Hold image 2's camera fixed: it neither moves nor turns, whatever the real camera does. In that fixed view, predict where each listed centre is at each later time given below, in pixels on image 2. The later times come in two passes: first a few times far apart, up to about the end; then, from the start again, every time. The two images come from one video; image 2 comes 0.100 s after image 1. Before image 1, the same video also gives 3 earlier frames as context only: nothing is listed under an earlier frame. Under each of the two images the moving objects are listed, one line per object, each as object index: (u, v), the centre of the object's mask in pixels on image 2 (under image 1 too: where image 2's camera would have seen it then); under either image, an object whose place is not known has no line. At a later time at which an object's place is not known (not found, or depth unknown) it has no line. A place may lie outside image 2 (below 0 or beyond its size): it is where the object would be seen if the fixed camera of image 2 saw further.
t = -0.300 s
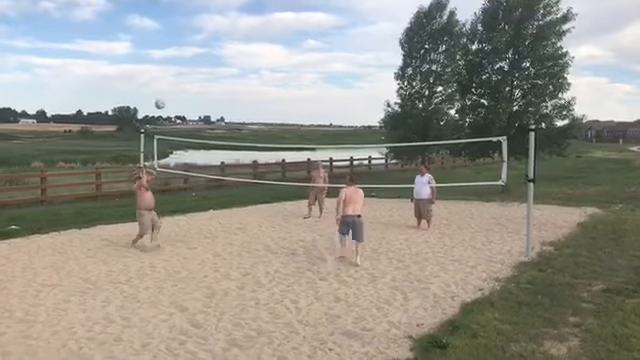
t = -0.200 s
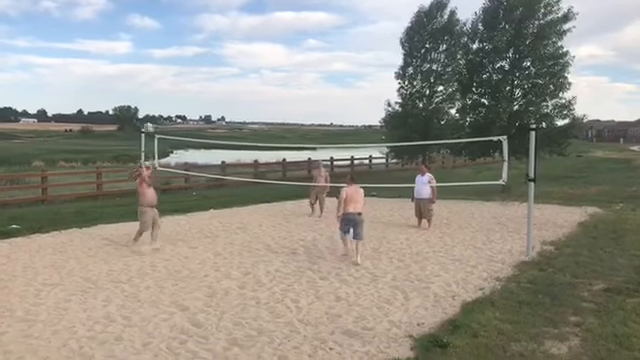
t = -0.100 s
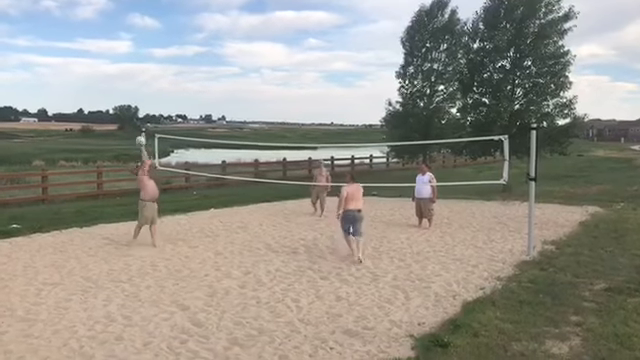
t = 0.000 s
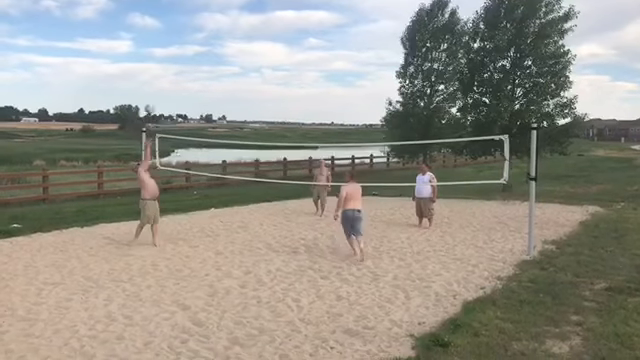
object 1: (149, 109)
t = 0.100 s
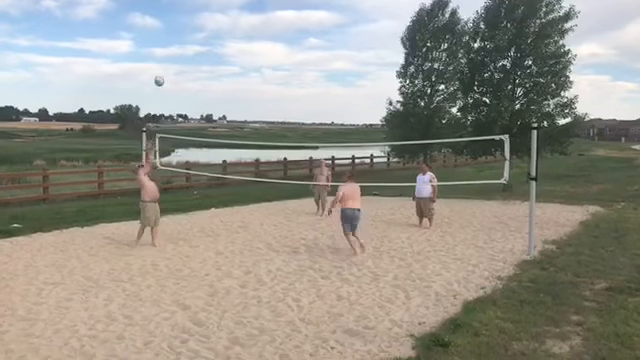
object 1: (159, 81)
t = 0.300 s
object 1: (177, 40)
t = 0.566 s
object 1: (203, 14)
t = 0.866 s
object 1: (232, 27)
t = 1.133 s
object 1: (259, 75)
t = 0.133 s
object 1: (162, 73)
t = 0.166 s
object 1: (165, 65)
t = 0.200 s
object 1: (168, 58)
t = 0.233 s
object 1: (171, 51)
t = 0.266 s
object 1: (173, 45)
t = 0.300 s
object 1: (177, 40)
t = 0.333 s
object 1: (180, 34)
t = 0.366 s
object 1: (183, 30)
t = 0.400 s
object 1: (186, 25)
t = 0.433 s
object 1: (190, 22)
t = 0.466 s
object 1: (193, 19)
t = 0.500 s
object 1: (196, 17)
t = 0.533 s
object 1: (199, 16)
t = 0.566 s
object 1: (203, 14)
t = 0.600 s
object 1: (206, 13)
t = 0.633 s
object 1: (209, 12)
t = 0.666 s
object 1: (213, 12)
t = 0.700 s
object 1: (215, 14)
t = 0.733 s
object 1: (219, 15)
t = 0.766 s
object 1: (222, 17)
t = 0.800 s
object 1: (225, 19)
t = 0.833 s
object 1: (229, 23)
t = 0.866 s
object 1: (232, 27)
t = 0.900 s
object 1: (235, 31)
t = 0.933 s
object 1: (239, 35)
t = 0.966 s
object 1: (242, 41)
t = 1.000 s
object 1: (245, 46)
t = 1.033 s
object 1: (248, 52)
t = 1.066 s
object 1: (252, 59)
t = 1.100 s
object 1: (255, 67)
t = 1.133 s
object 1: (259, 75)
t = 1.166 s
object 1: (262, 84)
